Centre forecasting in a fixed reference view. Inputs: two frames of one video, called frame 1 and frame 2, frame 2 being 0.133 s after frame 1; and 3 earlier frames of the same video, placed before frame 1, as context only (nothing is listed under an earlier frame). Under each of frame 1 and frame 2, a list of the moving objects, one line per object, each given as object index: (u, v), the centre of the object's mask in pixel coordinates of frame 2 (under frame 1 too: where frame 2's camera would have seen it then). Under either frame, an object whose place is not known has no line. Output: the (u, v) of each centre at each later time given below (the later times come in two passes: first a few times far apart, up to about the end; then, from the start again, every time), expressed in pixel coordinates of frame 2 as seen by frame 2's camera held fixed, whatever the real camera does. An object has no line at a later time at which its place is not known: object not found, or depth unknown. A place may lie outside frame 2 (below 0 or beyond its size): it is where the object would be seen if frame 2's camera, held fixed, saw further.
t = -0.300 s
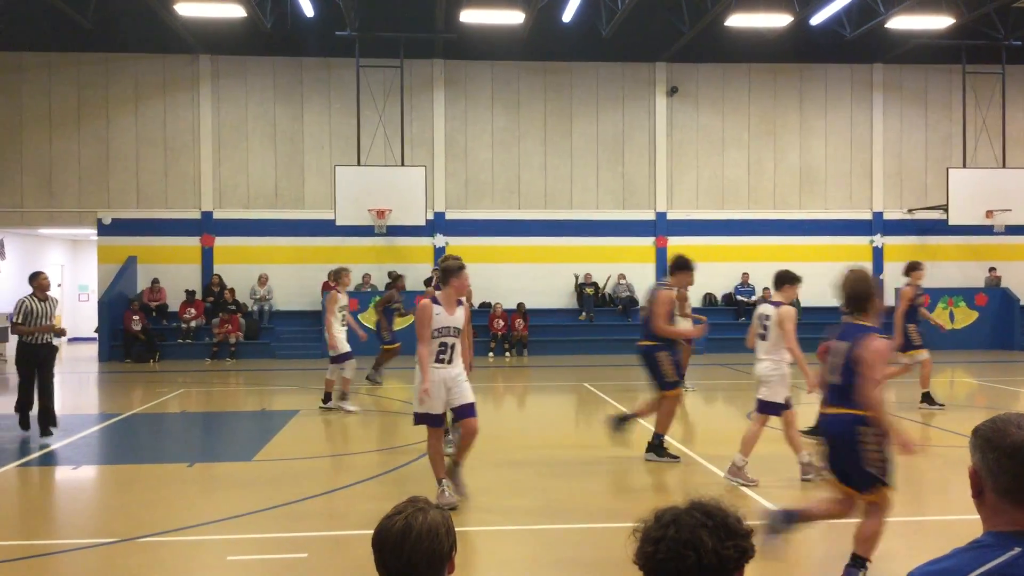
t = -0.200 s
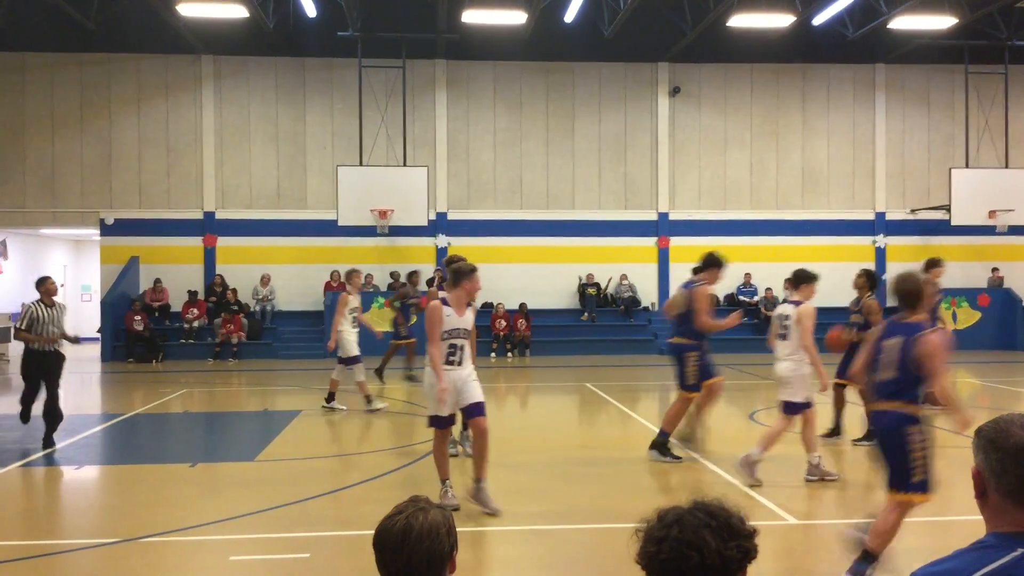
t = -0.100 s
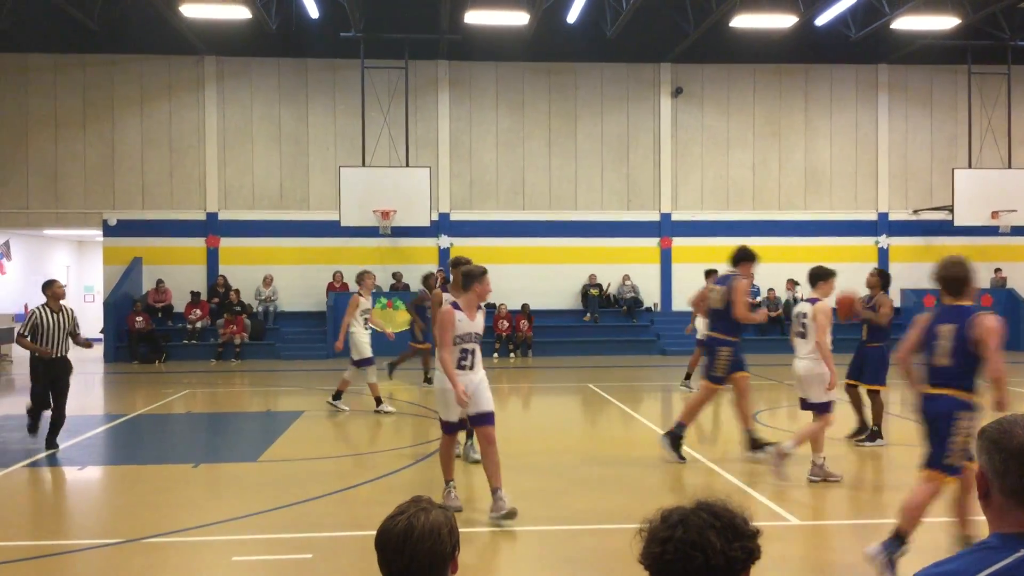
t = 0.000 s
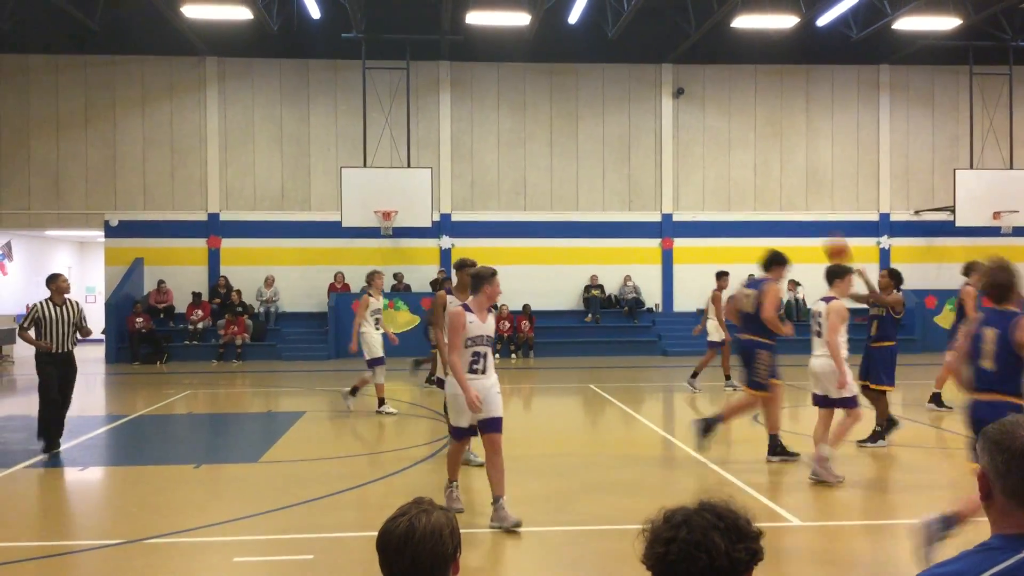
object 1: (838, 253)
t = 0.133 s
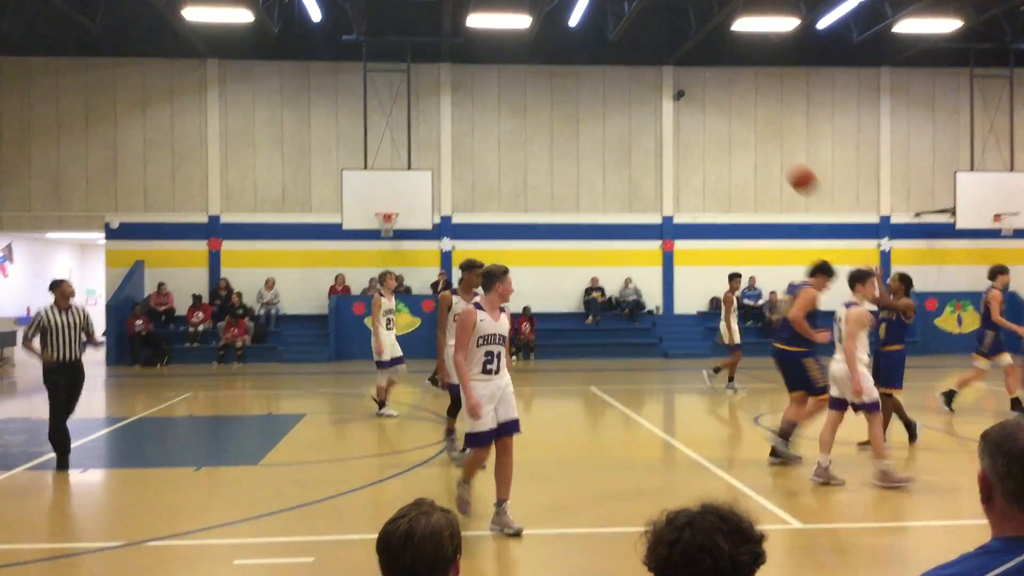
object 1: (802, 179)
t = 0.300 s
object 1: (754, 105)
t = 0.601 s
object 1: (660, 38)
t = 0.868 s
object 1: (564, 63)
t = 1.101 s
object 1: (467, 169)
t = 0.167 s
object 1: (793, 162)
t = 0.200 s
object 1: (783, 147)
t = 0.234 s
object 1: (774, 132)
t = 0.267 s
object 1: (764, 117)
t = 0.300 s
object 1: (754, 105)
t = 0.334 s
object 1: (745, 93)
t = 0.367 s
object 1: (735, 82)
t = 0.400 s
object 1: (724, 72)
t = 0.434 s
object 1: (714, 64)
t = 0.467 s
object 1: (703, 56)
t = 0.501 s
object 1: (693, 50)
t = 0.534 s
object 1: (682, 45)
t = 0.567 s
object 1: (671, 41)
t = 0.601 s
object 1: (660, 38)
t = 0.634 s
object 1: (648, 36)
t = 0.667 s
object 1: (637, 36)
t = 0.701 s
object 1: (626, 37)
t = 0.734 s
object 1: (613, 39)
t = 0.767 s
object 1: (601, 43)
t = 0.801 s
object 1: (589, 48)
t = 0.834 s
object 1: (576, 55)
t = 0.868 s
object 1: (564, 63)
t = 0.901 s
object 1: (550, 73)
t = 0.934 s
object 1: (537, 85)
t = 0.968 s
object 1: (524, 98)
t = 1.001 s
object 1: (510, 112)
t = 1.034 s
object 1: (496, 129)
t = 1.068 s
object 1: (482, 148)
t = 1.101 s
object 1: (467, 169)
